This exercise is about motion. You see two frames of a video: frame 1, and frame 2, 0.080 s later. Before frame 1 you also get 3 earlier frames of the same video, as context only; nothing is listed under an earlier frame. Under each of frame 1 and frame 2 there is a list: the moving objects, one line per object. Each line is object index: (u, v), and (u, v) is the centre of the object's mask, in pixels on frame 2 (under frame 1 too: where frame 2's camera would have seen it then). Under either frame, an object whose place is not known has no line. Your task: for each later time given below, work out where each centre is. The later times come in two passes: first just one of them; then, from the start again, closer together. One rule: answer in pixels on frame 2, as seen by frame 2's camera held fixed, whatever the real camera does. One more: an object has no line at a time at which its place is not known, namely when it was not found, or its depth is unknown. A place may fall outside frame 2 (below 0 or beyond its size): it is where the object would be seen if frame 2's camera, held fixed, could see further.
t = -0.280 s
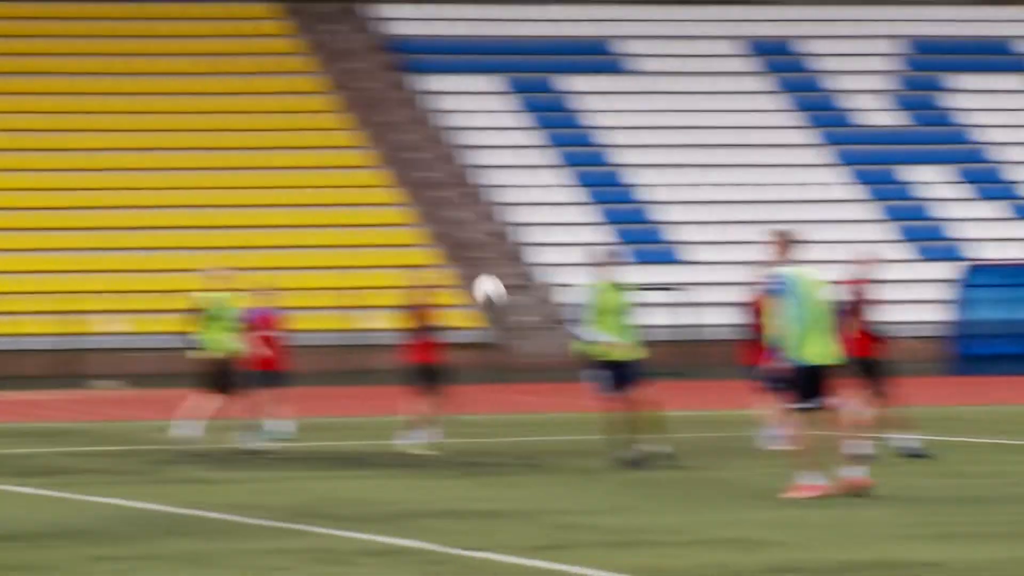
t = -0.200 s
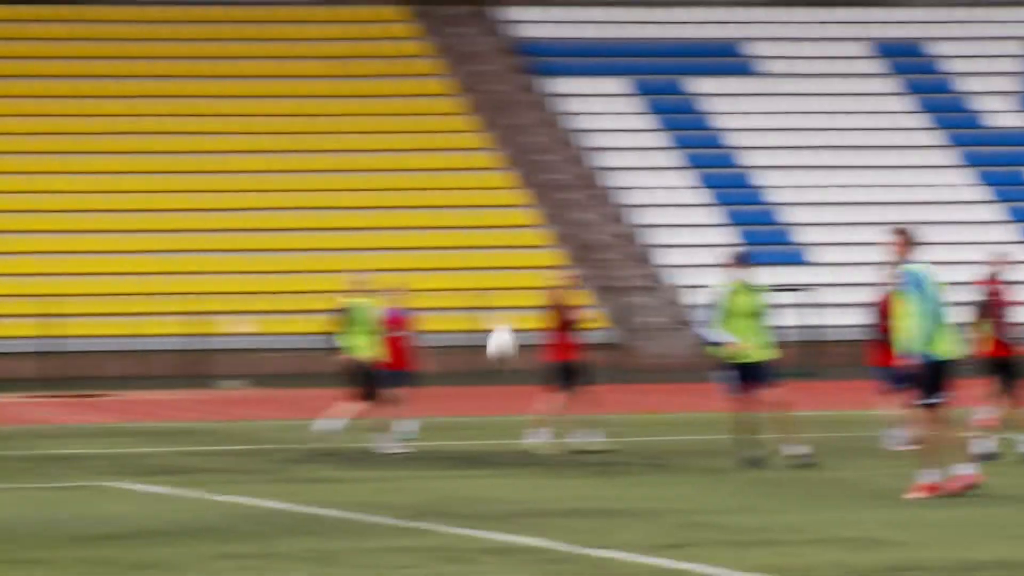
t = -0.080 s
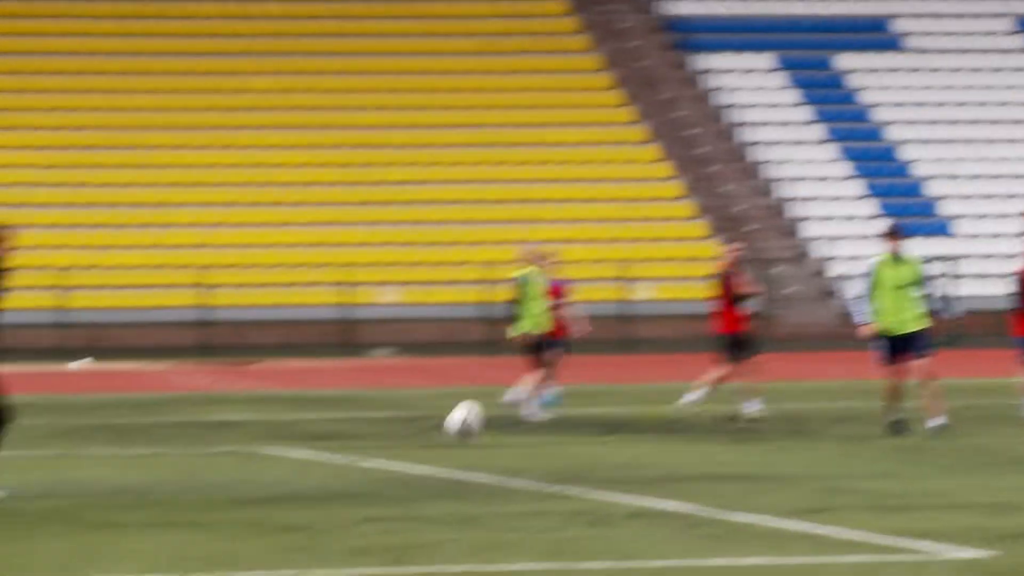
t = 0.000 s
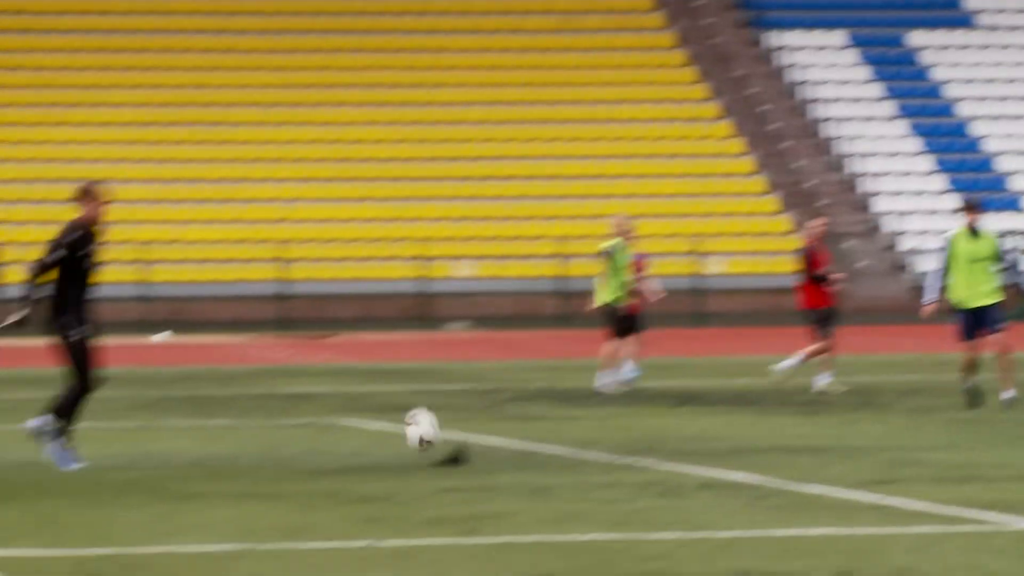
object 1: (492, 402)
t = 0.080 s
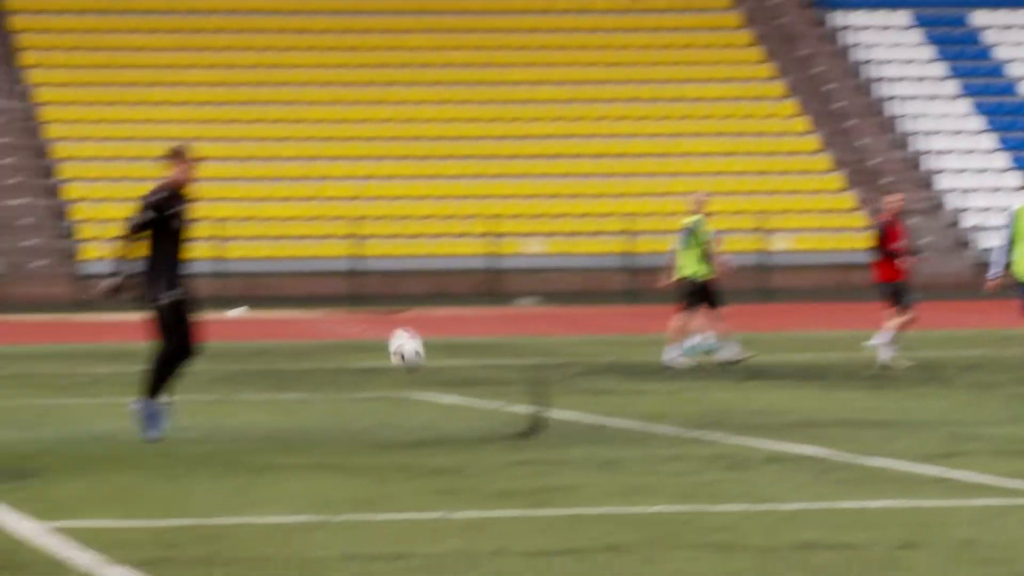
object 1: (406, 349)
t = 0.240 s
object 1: (223, 273)
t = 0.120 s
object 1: (362, 326)
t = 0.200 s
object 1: (270, 288)
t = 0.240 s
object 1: (223, 273)
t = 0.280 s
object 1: (174, 260)
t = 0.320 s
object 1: (127, 252)
